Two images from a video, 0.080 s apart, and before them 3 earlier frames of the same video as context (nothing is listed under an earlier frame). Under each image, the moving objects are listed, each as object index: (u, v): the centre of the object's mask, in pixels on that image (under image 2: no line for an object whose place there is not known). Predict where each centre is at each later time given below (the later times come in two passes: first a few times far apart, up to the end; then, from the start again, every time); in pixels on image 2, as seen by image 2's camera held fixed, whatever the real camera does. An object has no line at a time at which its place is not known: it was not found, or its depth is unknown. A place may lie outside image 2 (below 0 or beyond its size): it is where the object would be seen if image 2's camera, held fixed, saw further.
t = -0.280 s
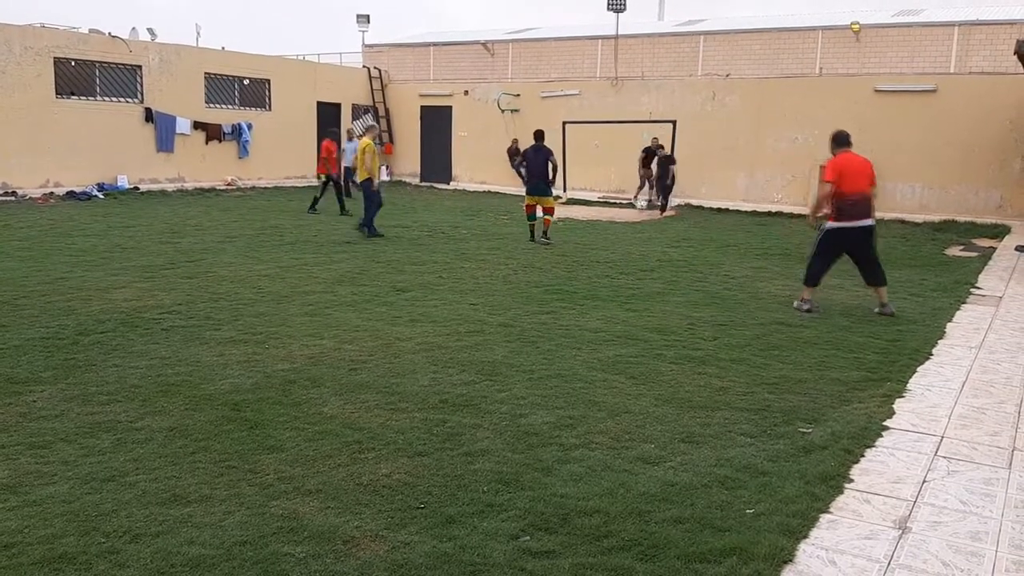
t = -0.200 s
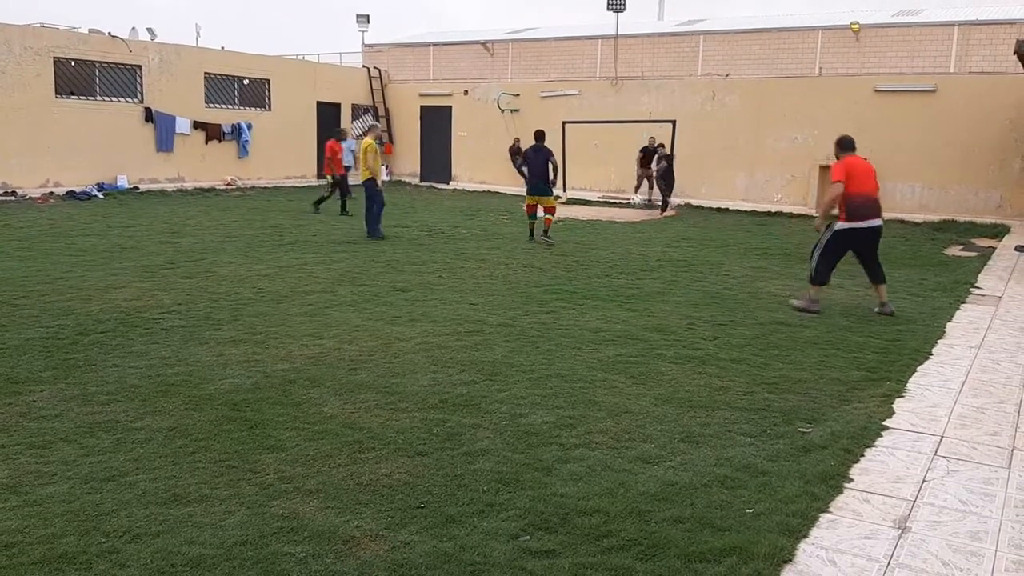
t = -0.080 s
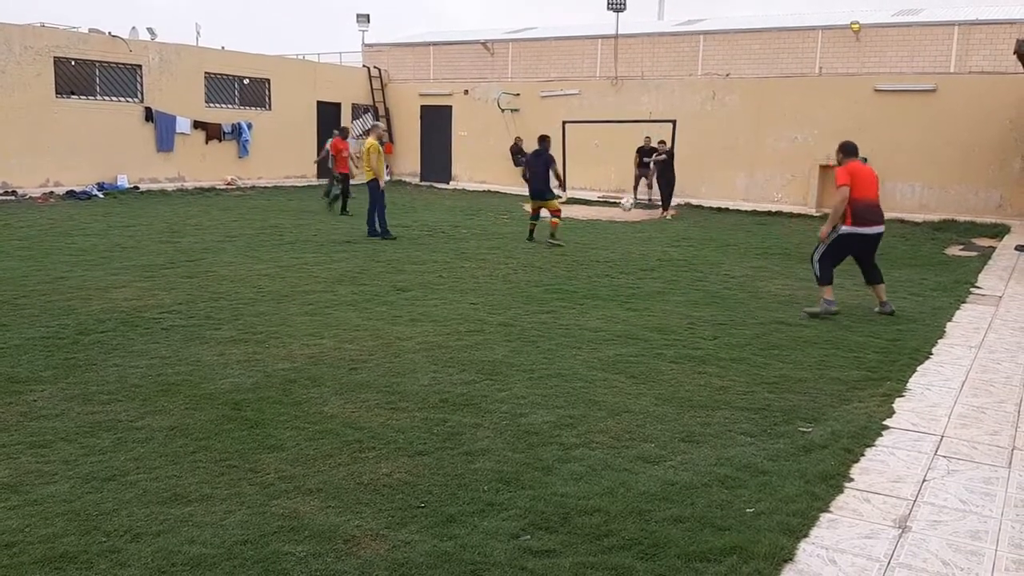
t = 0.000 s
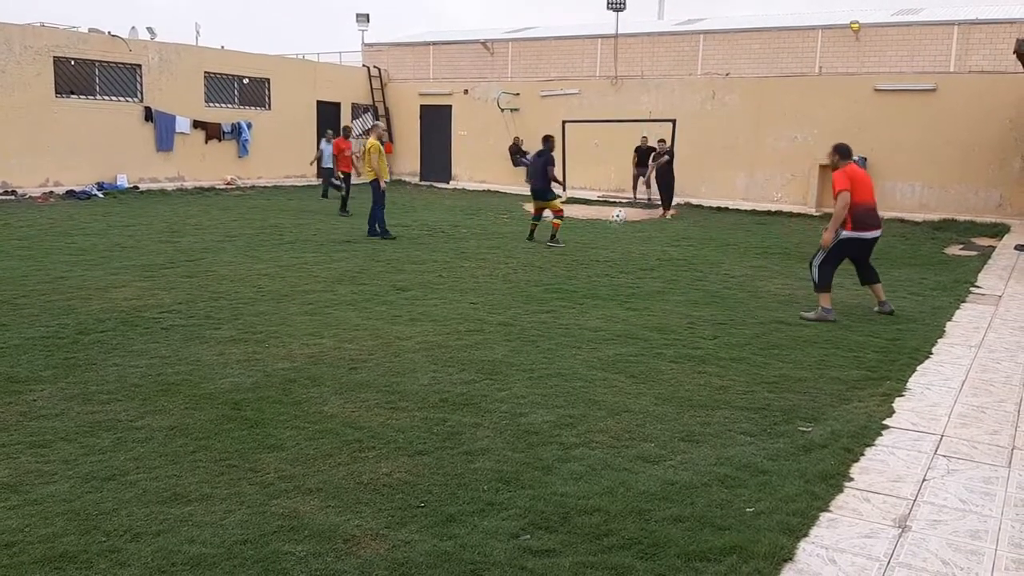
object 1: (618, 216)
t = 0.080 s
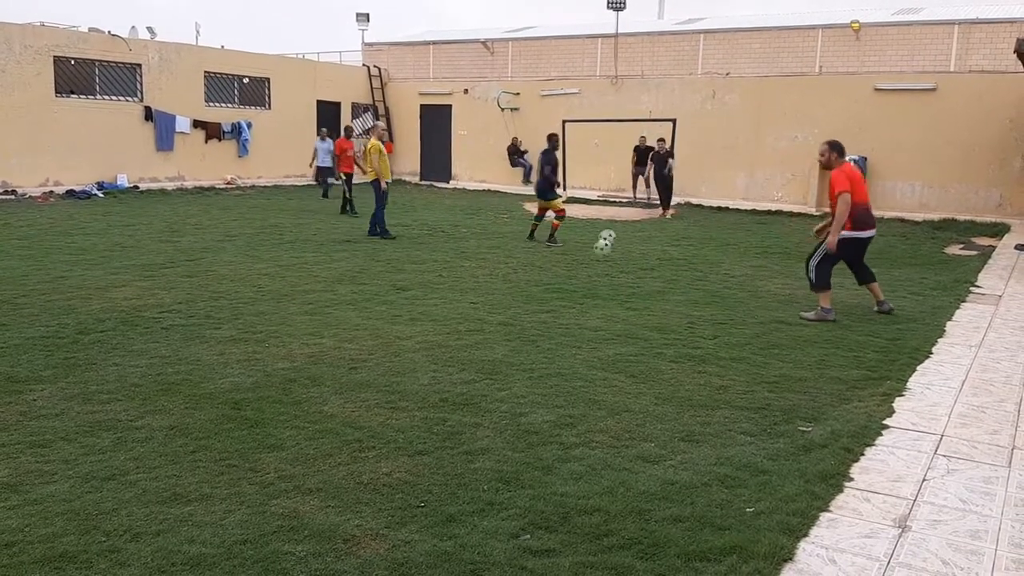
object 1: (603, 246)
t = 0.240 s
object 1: (577, 267)
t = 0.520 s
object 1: (501, 358)
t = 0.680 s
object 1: (433, 396)
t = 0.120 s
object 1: (597, 260)
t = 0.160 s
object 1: (590, 274)
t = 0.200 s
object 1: (583, 270)
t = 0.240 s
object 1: (577, 267)
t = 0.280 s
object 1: (570, 268)
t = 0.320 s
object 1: (562, 271)
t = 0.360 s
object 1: (553, 279)
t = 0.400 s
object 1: (540, 294)
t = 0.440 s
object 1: (527, 317)
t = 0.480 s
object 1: (517, 335)
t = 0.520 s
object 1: (501, 358)
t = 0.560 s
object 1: (491, 360)
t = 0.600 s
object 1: (472, 366)
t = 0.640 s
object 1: (448, 384)
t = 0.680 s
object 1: (433, 396)
